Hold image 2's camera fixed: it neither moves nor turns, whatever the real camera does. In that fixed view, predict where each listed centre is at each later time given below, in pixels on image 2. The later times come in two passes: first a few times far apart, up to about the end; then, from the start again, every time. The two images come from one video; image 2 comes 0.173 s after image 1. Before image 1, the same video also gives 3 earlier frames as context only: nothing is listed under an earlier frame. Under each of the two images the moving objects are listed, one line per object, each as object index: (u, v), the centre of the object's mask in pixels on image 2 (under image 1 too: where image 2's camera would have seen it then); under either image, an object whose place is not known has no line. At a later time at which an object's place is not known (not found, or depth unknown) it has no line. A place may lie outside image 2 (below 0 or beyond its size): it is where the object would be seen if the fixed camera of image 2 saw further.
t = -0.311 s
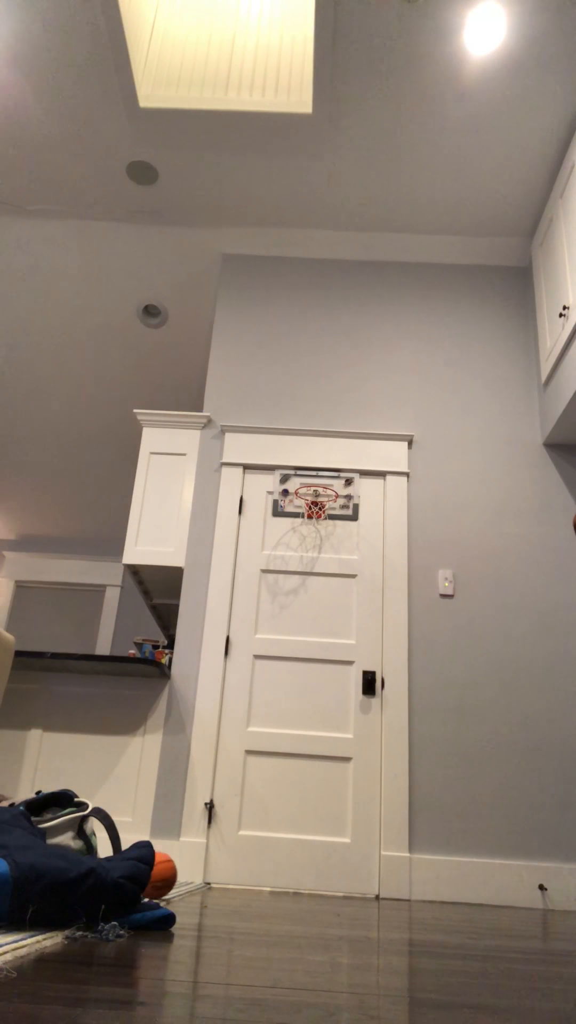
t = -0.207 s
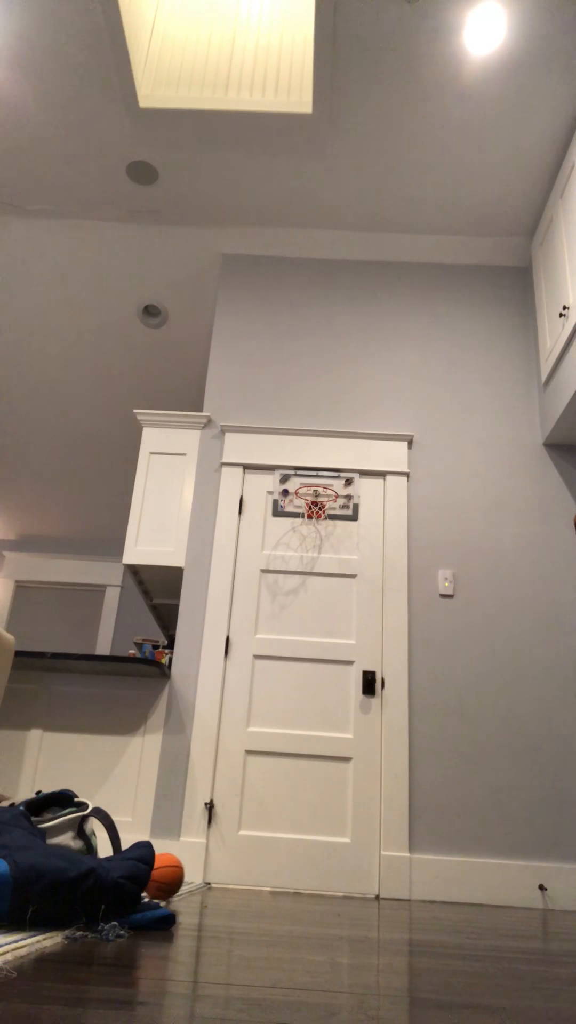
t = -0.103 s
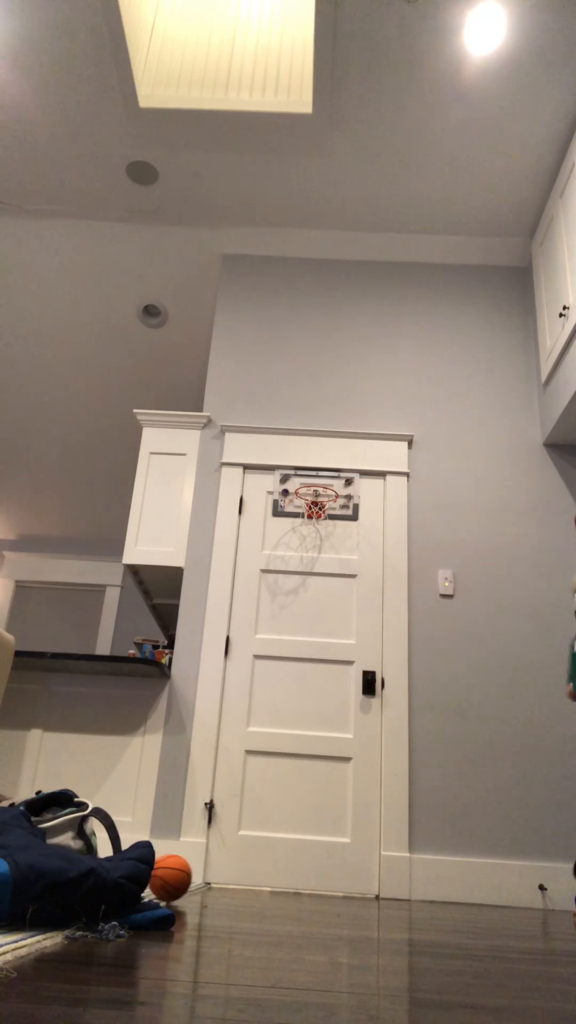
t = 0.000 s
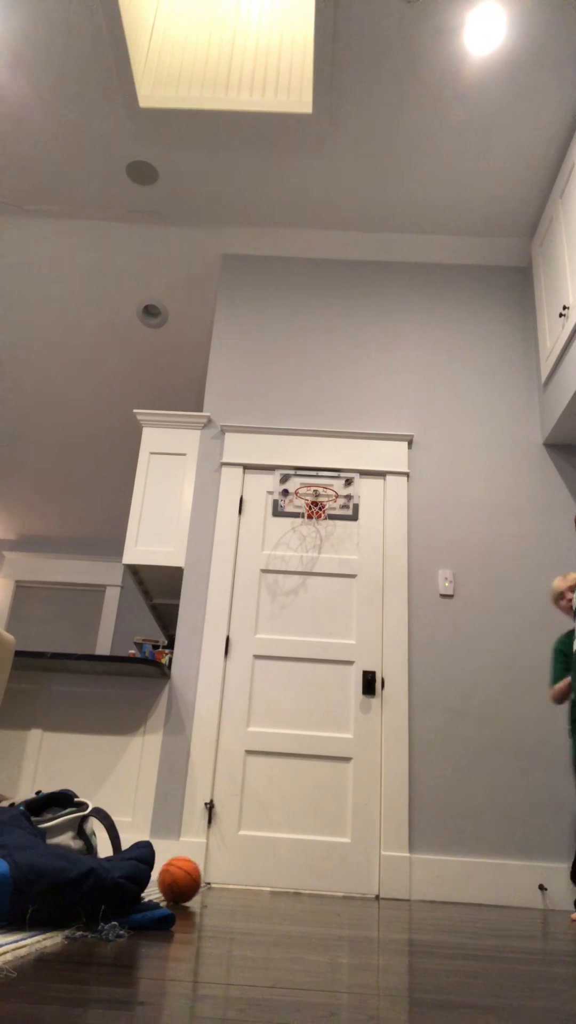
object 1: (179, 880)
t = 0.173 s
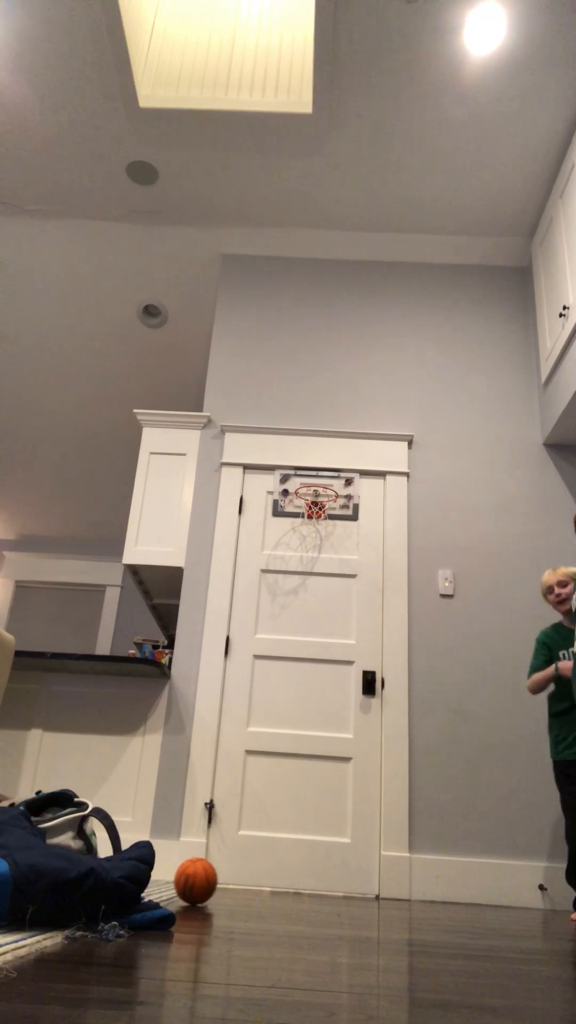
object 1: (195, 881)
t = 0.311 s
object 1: (210, 882)
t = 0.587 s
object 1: (233, 883)
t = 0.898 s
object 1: (256, 883)
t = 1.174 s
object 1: (271, 884)
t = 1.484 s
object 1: (278, 883)
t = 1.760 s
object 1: (277, 883)
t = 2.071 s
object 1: (269, 882)
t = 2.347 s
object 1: (255, 880)
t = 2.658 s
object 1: (236, 879)
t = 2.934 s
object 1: (218, 878)
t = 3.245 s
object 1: (204, 877)
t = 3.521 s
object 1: (193, 876)
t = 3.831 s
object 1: (197, 877)
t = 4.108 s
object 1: (205, 878)
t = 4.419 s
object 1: (214, 879)
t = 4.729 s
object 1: (218, 880)
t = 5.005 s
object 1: (218, 879)
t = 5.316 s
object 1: (211, 879)
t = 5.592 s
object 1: (204, 878)
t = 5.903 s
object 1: (199, 877)
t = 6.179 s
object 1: (192, 876)
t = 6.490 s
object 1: (196, 877)
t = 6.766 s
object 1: (199, 877)
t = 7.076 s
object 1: (202, 878)
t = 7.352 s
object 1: (205, 878)
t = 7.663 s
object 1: (211, 879)
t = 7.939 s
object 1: (212, 879)
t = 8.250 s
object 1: (207, 878)
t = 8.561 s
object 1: (202, 877)
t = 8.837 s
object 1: (200, 877)
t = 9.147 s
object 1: (199, 877)
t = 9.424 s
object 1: (201, 877)
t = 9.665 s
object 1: (203, 877)
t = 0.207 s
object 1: (202, 881)
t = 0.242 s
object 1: (204, 881)
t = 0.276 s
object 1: (207, 881)
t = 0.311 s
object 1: (210, 882)
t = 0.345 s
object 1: (213, 882)
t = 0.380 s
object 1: (216, 882)
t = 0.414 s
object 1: (219, 882)
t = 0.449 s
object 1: (222, 882)
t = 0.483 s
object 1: (224, 882)
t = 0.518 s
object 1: (227, 882)
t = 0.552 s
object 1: (230, 882)
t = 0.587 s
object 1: (233, 883)
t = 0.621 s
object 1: (236, 883)
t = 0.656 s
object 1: (238, 883)
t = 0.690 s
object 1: (241, 883)
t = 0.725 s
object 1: (244, 883)
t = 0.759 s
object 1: (246, 883)
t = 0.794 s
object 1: (249, 883)
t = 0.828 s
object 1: (251, 883)
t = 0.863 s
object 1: (254, 883)
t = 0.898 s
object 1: (256, 883)
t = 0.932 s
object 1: (258, 883)
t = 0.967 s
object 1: (261, 883)
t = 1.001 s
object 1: (263, 883)
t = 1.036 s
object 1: (265, 883)
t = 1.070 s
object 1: (266, 883)
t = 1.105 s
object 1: (268, 884)
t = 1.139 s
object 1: (270, 884)
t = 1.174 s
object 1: (271, 884)
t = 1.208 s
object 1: (272, 884)
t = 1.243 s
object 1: (274, 884)
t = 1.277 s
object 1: (275, 883)
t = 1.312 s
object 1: (276, 883)
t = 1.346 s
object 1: (277, 883)
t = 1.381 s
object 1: (277, 883)
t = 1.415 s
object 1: (278, 883)
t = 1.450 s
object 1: (278, 883)
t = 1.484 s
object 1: (278, 883)
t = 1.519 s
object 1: (278, 883)
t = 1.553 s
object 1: (278, 883)
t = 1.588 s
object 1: (278, 883)
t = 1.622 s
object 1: (278, 883)
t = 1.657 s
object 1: (278, 883)
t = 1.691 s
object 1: (278, 883)
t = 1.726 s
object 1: (277, 883)
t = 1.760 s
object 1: (277, 883)
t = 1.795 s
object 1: (276, 882)
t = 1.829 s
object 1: (276, 882)
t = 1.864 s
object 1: (275, 882)
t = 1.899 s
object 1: (274, 882)
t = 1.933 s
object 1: (274, 882)
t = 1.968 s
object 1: (273, 882)
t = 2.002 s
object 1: (272, 882)
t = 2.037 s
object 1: (271, 882)
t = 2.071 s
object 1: (269, 882)
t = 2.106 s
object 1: (268, 882)
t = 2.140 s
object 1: (267, 881)
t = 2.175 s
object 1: (265, 881)
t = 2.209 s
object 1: (264, 881)
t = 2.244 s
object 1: (260, 881)
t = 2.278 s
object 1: (259, 881)
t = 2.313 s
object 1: (257, 880)
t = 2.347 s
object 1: (255, 880)
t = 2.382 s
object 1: (253, 880)
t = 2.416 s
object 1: (251, 880)
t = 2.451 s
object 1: (249, 880)
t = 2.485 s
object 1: (247, 880)
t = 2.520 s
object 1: (244, 879)
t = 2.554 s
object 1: (242, 879)
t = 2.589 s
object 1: (240, 879)
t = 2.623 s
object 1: (238, 879)
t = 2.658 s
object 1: (236, 879)
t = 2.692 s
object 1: (233, 879)
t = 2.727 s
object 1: (231, 878)
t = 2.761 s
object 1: (229, 878)
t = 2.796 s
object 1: (227, 878)
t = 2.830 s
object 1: (224, 878)
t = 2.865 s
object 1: (222, 878)
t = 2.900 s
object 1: (220, 878)
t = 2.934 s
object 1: (218, 878)
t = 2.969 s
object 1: (216, 877)
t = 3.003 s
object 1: (215, 877)
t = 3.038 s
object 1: (213, 877)
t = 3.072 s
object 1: (211, 877)
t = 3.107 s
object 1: (209, 877)
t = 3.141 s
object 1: (208, 877)
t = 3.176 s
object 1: (206, 877)
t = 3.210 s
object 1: (205, 877)
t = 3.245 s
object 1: (204, 877)
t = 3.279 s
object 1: (202, 876)
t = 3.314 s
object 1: (200, 876)
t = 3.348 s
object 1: (198, 876)
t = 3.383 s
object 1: (197, 876)
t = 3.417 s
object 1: (196, 876)
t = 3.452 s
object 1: (195, 876)
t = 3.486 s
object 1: (194, 876)
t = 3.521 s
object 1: (193, 876)
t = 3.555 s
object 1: (192, 876)
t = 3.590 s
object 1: (192, 876)
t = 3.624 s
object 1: (193, 876)
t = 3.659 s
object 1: (193, 876)
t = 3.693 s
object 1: (194, 877)
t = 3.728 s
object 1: (195, 877)
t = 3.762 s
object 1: (196, 877)
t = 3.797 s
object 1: (196, 877)
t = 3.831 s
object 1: (197, 877)
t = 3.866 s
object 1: (198, 877)
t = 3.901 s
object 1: (199, 877)
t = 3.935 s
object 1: (200, 877)
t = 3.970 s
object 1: (201, 878)
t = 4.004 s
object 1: (202, 878)
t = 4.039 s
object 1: (203, 878)
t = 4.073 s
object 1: (204, 878)
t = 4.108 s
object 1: (205, 878)
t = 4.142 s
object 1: (205, 878)
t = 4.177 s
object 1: (206, 878)
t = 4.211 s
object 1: (207, 878)
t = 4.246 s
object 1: (208, 879)
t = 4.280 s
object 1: (209, 879)
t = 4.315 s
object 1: (210, 879)
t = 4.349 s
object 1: (212, 879)
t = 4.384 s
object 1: (213, 879)
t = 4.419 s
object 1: (214, 879)
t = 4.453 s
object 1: (214, 879)
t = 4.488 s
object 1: (215, 879)
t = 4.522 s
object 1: (216, 879)
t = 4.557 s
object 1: (217, 879)
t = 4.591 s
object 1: (217, 879)
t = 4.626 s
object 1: (218, 880)
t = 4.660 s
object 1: (218, 880)
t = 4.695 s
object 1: (218, 880)
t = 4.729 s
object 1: (218, 880)
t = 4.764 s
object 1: (219, 880)
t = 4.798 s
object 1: (219, 880)
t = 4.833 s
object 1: (219, 880)
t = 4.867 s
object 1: (218, 880)
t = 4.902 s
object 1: (218, 880)
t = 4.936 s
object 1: (218, 880)
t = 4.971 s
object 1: (218, 880)
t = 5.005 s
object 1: (218, 879)
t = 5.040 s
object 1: (217, 879)
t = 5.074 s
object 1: (217, 879)
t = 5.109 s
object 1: (216, 879)
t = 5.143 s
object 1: (215, 879)
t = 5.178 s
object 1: (215, 879)
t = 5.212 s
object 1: (214, 879)
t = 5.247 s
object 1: (213, 879)
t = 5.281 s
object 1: (212, 879)
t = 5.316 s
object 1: (211, 879)
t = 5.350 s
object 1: (209, 879)
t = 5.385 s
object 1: (209, 879)
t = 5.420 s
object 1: (208, 878)
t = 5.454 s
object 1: (207, 878)
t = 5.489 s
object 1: (206, 878)
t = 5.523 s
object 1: (206, 878)
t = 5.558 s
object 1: (205, 878)
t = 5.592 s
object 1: (204, 878)
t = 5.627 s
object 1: (204, 878)
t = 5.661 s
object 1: (203, 878)
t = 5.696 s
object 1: (202, 878)
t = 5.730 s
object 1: (202, 877)
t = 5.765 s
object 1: (201, 877)
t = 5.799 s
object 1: (200, 877)
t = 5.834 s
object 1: (200, 877)
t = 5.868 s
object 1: (199, 877)
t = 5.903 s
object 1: (199, 877)
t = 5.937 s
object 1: (198, 877)
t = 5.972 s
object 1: (197, 877)
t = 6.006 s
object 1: (196, 877)
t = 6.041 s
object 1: (195, 877)
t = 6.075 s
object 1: (195, 877)
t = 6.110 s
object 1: (194, 877)
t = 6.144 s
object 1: (193, 877)
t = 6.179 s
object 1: (192, 876)
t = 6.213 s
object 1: (192, 876)
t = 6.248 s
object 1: (192, 876)
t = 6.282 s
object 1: (192, 876)
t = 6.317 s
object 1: (193, 877)
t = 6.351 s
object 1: (194, 877)
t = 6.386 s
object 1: (194, 877)
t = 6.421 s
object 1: (195, 877)
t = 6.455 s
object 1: (196, 877)
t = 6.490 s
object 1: (196, 877)
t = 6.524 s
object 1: (197, 877)
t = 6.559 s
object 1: (197, 877)
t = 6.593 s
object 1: (197, 877)
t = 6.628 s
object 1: (198, 877)
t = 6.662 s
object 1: (198, 877)
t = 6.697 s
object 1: (198, 877)
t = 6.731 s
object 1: (199, 877)
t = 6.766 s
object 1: (199, 877)
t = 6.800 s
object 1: (199, 877)
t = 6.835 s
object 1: (199, 877)
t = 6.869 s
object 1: (200, 877)
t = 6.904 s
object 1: (200, 877)
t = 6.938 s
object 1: (200, 877)
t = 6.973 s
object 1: (201, 878)
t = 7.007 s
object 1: (201, 878)
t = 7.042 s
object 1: (202, 878)
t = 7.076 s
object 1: (202, 878)
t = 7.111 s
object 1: (203, 878)
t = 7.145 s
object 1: (203, 878)
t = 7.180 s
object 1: (204, 878)
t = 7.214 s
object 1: (204, 878)
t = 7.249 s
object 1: (204, 878)
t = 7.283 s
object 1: (205, 878)
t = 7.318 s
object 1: (205, 878)
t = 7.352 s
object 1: (205, 878)
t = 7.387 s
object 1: (206, 878)
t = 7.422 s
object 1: (206, 878)
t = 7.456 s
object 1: (207, 878)
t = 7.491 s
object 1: (208, 879)
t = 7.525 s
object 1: (208, 879)
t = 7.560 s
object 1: (209, 879)
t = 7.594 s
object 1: (210, 879)
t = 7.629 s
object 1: (210, 879)
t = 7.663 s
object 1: (211, 879)
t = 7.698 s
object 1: (211, 879)
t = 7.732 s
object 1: (211, 879)
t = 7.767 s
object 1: (212, 879)
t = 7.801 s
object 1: (212, 879)
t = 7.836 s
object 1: (212, 879)
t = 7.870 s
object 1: (212, 879)
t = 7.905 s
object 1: (212, 879)
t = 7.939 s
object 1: (212, 879)
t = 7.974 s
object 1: (211, 878)
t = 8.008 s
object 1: (211, 878)
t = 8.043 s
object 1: (210, 878)
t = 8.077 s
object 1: (210, 878)
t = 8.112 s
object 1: (209, 878)
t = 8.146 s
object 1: (209, 878)
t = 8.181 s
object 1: (208, 878)
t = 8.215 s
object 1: (208, 878)
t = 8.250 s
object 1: (207, 878)
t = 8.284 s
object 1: (206, 878)
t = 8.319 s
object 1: (206, 878)
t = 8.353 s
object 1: (205, 878)
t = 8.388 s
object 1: (205, 878)
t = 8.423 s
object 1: (204, 878)
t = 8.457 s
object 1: (203, 878)
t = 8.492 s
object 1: (203, 878)
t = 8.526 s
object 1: (202, 877)
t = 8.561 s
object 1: (202, 877)
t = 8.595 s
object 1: (202, 877)
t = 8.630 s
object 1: (201, 877)
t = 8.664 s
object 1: (201, 877)
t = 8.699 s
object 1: (201, 877)
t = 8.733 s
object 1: (200, 877)
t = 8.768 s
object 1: (200, 877)
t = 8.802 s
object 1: (200, 877)
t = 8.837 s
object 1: (200, 877)
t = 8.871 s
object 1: (200, 877)
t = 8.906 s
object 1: (199, 877)
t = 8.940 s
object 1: (199, 877)
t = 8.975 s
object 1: (199, 877)
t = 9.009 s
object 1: (199, 877)
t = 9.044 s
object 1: (199, 877)
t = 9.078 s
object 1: (199, 877)
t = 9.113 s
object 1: (199, 877)
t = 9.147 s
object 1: (199, 877)
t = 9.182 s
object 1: (199, 877)
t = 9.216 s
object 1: (200, 877)
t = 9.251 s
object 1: (200, 877)
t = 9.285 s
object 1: (200, 877)
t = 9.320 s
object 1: (201, 877)
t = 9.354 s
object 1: (201, 877)
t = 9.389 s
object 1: (201, 877)
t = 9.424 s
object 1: (201, 877)
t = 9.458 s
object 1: (202, 877)
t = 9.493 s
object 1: (202, 877)
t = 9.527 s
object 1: (203, 877)
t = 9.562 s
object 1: (203, 877)
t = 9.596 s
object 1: (203, 877)
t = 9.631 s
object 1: (203, 877)
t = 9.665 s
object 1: (203, 877)
